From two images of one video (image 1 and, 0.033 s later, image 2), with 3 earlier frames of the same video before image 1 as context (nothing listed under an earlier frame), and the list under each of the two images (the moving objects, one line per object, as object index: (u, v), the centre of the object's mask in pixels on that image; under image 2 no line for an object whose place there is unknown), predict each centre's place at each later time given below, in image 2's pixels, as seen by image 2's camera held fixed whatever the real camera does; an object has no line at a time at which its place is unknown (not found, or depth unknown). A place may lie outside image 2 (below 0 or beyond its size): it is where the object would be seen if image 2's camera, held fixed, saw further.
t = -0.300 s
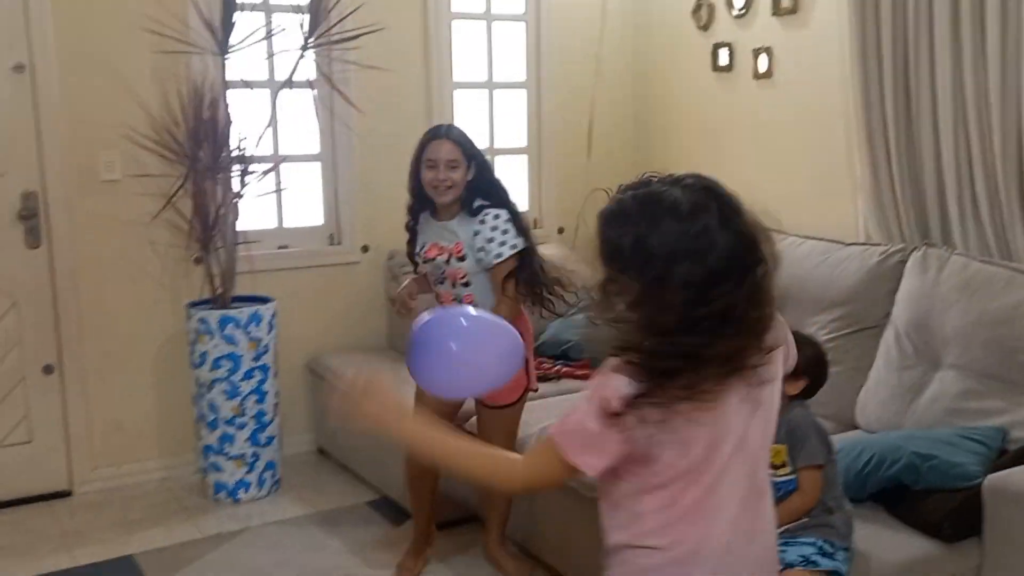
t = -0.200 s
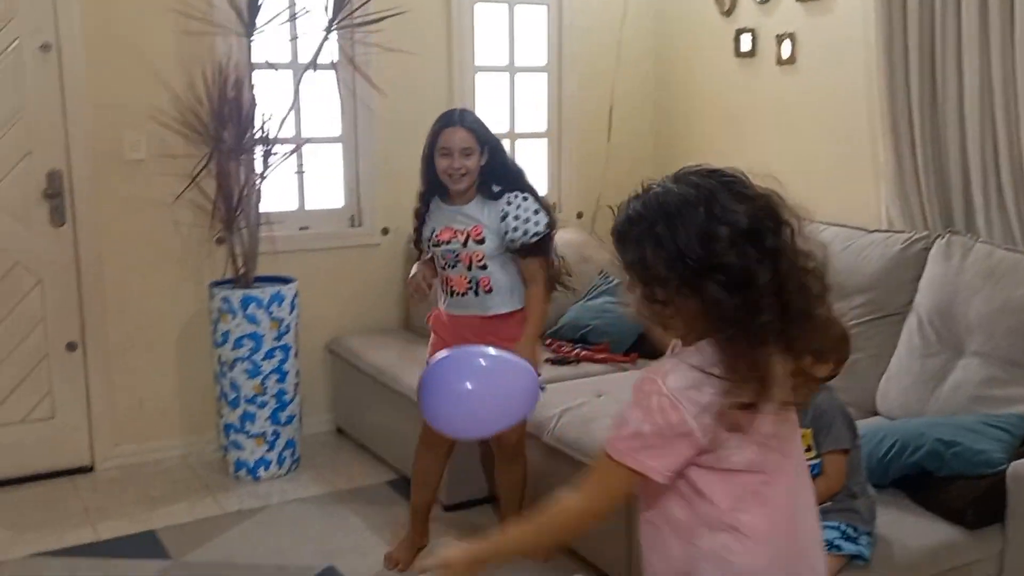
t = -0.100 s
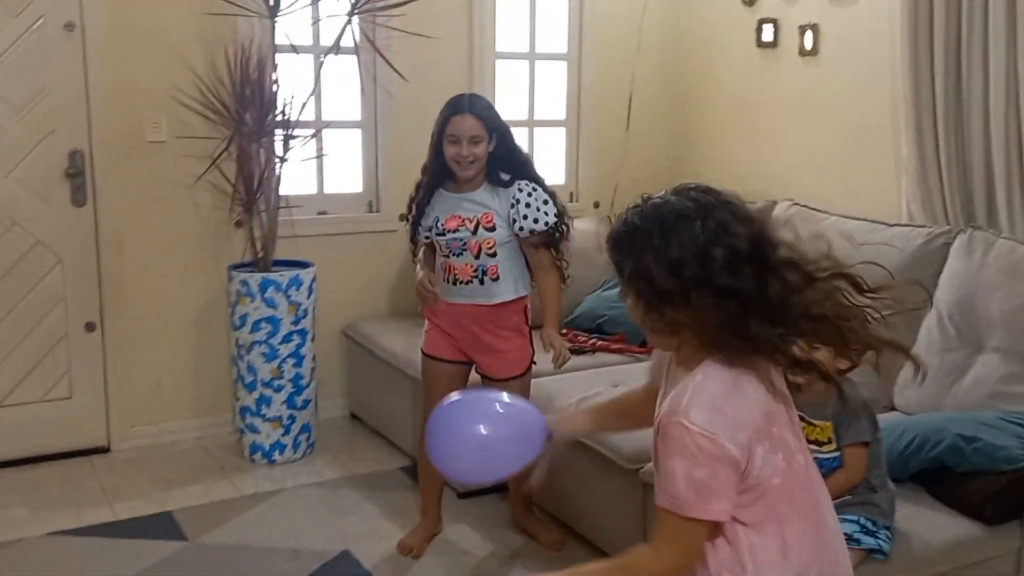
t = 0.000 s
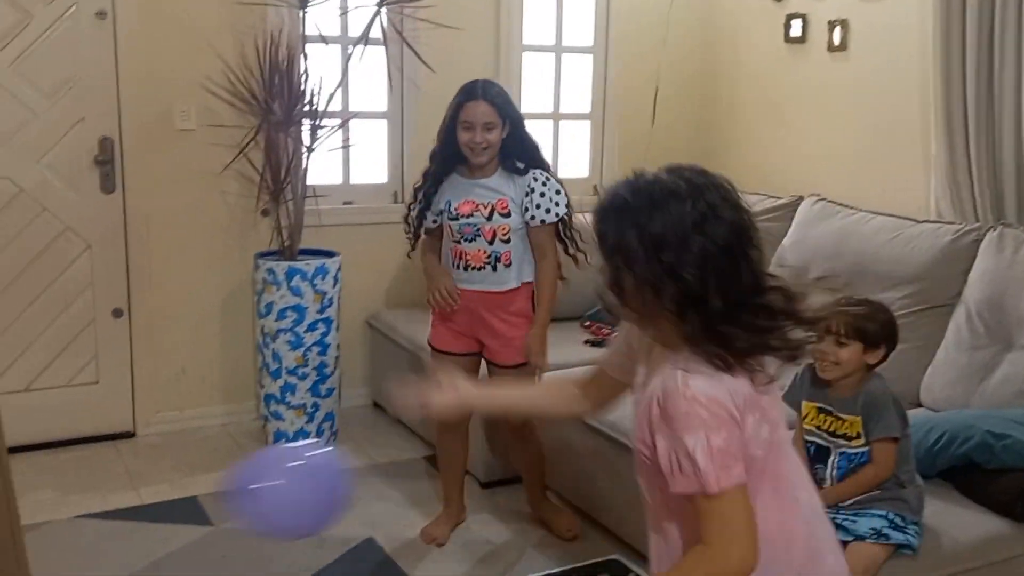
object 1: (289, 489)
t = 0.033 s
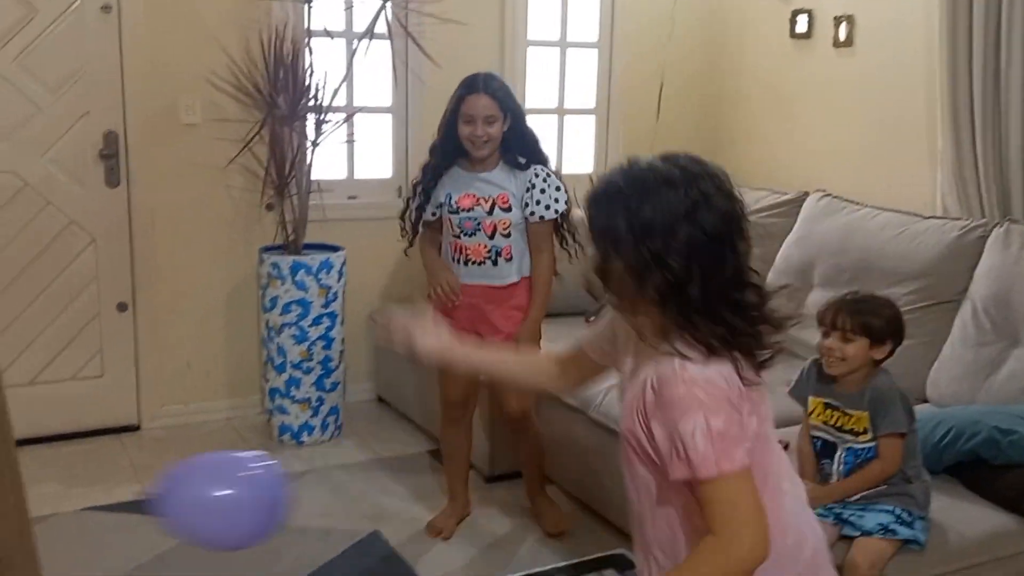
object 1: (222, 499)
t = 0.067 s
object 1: (154, 511)
